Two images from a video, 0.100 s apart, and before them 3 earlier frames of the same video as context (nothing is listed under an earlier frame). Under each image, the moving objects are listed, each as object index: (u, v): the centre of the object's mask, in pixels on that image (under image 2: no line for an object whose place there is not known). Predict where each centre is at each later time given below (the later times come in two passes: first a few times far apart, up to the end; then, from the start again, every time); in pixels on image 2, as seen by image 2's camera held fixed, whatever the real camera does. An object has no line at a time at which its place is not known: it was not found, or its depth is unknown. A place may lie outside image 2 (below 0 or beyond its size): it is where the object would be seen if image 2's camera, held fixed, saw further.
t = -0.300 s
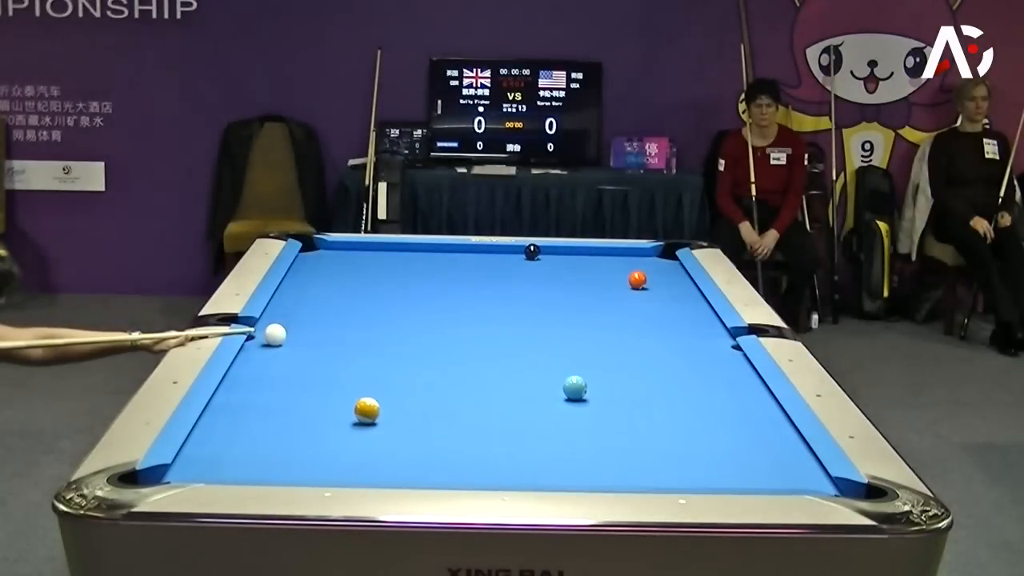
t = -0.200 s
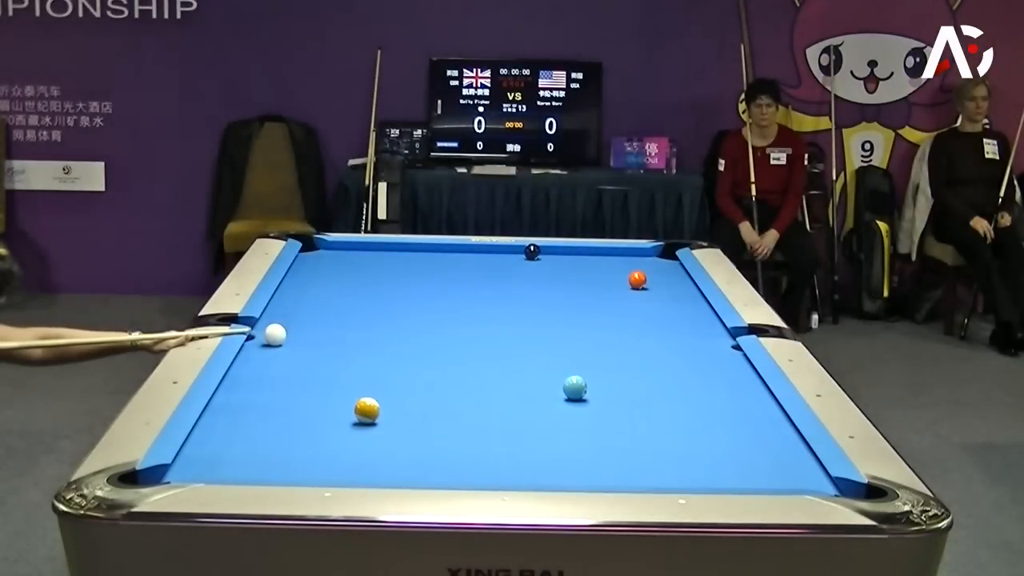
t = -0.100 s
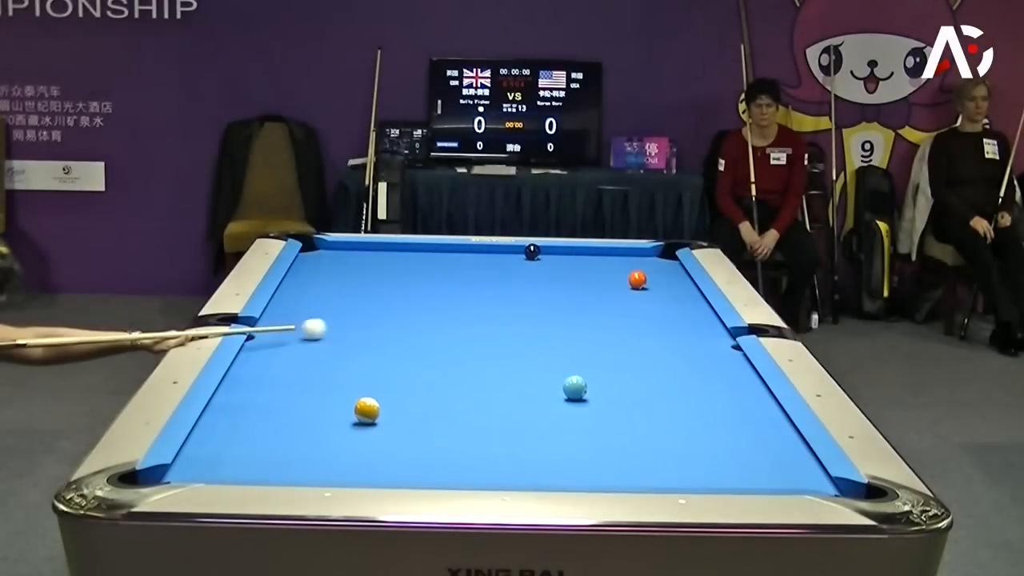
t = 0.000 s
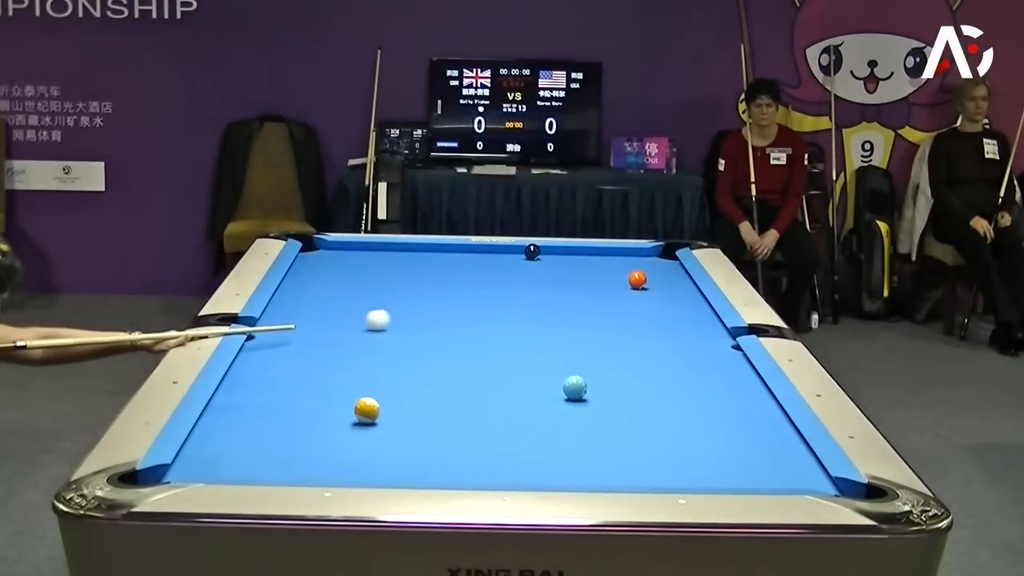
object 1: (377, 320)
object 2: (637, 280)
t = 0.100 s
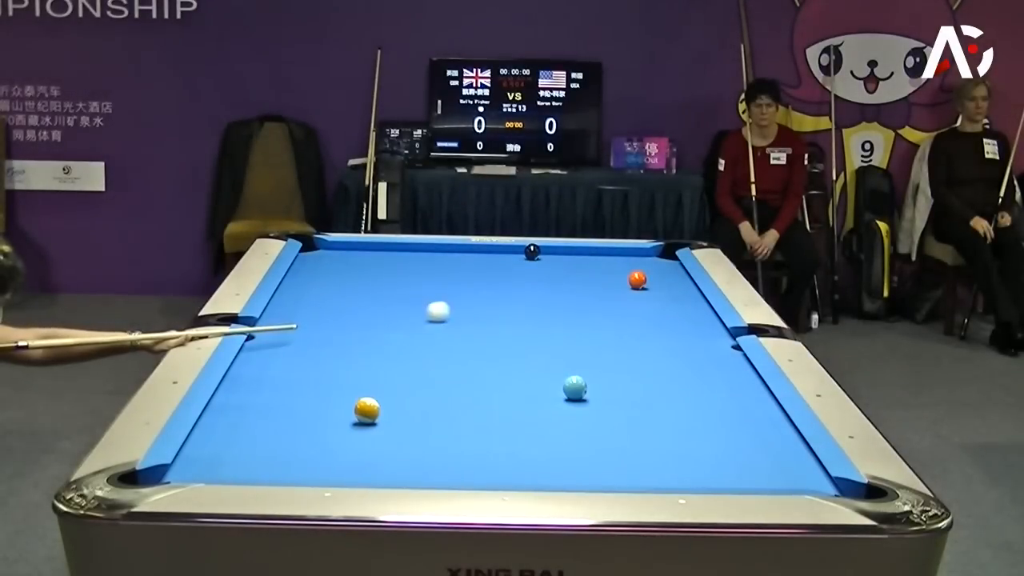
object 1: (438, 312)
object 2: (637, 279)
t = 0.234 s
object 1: (513, 301)
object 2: (637, 279)
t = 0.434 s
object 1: (615, 287)
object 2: (637, 280)
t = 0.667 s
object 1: (675, 286)
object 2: (650, 265)
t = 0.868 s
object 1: (631, 286)
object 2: (661, 255)
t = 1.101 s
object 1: (587, 285)
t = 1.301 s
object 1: (549, 285)
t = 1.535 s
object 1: (507, 284)
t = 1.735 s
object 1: (472, 284)
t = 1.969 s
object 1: (432, 283)
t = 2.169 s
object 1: (399, 282)
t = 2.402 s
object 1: (362, 282)
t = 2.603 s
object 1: (332, 281)
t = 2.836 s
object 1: (298, 281)
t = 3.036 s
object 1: (302, 281)
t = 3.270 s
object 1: (319, 281)
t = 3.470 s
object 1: (333, 281)
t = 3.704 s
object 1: (348, 282)
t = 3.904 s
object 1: (359, 282)
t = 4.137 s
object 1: (372, 282)
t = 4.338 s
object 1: (381, 282)
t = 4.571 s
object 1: (392, 282)
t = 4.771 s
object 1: (400, 282)
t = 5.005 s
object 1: (407, 282)
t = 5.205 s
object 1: (413, 282)
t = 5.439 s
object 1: (418, 282)
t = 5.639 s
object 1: (422, 282)
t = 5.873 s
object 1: (425, 282)
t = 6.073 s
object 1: (426, 282)
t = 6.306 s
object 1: (427, 282)
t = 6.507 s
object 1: (427, 282)
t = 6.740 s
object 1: (427, 282)
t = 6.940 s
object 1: (427, 282)
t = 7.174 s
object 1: (427, 282)
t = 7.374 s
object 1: (427, 282)
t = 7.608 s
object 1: (427, 282)
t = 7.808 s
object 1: (427, 282)
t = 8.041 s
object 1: (427, 282)
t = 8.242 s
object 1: (427, 282)
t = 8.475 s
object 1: (427, 282)
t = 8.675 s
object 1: (427, 282)
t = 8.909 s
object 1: (427, 282)
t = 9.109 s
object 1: (427, 282)
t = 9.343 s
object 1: (427, 282)
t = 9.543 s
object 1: (427, 282)
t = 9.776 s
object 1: (427, 282)
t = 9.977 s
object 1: (427, 282)
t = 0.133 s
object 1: (458, 309)
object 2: (637, 279)
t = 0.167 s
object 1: (476, 306)
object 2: (637, 279)
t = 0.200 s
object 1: (495, 304)
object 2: (637, 279)
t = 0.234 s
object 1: (513, 301)
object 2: (637, 279)
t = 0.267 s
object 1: (531, 299)
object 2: (637, 280)
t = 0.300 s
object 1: (548, 296)
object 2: (637, 280)
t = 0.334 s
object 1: (565, 294)
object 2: (637, 280)
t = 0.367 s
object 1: (582, 291)
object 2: (637, 280)
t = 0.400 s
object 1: (599, 289)
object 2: (637, 280)
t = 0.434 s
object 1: (615, 287)
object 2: (637, 280)
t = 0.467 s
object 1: (630, 284)
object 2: (641, 278)
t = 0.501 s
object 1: (644, 284)
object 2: (637, 275)
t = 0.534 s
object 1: (657, 285)
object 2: (641, 275)
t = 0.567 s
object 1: (670, 286)
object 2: (644, 272)
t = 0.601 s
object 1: (683, 286)
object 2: (646, 270)
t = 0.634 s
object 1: (685, 286)
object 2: (648, 267)
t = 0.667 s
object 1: (675, 286)
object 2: (650, 265)
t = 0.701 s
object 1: (666, 286)
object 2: (652, 263)
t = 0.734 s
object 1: (659, 286)
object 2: (654, 262)
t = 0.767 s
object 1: (651, 286)
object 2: (656, 260)
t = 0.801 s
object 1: (644, 286)
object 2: (657, 258)
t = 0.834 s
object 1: (638, 286)
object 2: (659, 257)
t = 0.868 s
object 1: (631, 286)
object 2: (661, 255)
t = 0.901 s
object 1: (625, 286)
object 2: (662, 253)
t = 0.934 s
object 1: (618, 286)
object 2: (664, 252)
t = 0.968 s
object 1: (612, 286)
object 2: (665, 250)
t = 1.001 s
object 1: (605, 286)
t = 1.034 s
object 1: (599, 286)
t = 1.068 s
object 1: (593, 285)
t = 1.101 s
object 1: (587, 285)
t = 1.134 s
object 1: (580, 285)
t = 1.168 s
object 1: (574, 285)
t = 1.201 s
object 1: (568, 285)
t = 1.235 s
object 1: (561, 285)
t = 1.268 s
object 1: (555, 285)
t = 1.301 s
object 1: (549, 285)
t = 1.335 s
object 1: (543, 285)
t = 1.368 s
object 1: (537, 285)
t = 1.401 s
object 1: (531, 285)
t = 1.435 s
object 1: (525, 285)
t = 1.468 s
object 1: (519, 284)
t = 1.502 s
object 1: (513, 284)
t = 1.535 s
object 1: (507, 284)
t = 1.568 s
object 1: (501, 284)
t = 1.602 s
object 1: (495, 284)
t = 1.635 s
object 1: (489, 284)
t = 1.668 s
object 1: (483, 284)
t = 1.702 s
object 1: (477, 284)
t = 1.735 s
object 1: (472, 284)
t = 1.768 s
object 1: (466, 284)
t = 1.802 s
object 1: (460, 284)
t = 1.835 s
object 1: (454, 283)
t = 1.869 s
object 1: (449, 283)
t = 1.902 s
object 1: (443, 283)
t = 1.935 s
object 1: (438, 283)
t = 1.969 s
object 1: (432, 283)
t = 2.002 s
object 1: (426, 283)
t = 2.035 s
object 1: (421, 283)
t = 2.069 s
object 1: (415, 283)
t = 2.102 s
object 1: (410, 283)
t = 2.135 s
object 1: (405, 283)
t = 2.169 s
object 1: (399, 282)
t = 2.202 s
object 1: (394, 282)
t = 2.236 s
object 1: (389, 282)
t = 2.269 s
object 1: (383, 282)
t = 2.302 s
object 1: (378, 282)
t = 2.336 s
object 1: (373, 282)
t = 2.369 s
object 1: (368, 282)
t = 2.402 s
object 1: (362, 282)
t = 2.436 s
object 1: (357, 282)
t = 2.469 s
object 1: (352, 282)
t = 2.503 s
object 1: (347, 282)
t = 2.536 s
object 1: (342, 281)
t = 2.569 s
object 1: (337, 281)
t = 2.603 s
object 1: (332, 281)
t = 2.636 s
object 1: (327, 281)
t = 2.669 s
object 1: (322, 281)
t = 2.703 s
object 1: (317, 281)
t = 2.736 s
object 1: (313, 281)
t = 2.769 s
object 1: (308, 281)
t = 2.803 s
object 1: (303, 281)
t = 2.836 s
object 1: (298, 281)
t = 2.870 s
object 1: (293, 280)
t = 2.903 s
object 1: (291, 280)
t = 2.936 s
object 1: (294, 281)
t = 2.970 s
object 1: (297, 281)
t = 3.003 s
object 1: (299, 280)
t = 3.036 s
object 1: (302, 281)
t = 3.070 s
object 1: (304, 281)
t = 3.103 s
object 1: (307, 281)
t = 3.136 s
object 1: (309, 281)
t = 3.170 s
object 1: (312, 281)
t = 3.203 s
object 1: (314, 281)
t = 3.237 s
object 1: (317, 281)
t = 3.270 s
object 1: (319, 281)
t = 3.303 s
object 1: (321, 281)
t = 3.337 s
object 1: (324, 281)
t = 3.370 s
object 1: (326, 281)
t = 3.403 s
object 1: (328, 281)
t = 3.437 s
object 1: (330, 281)
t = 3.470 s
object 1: (333, 281)
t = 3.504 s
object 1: (335, 282)
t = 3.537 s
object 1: (337, 282)
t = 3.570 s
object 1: (339, 282)
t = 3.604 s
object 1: (341, 282)
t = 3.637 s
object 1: (343, 282)
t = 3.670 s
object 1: (346, 282)
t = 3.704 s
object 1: (348, 282)
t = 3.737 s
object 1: (350, 282)
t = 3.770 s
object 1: (352, 282)
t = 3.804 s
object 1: (354, 282)
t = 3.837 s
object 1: (356, 282)
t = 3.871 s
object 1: (357, 282)
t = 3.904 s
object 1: (359, 282)
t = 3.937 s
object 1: (361, 282)
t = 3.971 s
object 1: (363, 282)
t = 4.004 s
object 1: (365, 282)
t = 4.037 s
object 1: (367, 282)
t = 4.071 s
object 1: (368, 282)
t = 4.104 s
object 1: (370, 282)
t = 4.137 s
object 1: (372, 282)
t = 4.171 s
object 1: (373, 282)
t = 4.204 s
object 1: (375, 282)
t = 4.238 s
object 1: (377, 282)
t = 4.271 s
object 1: (378, 282)
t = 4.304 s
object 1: (380, 282)
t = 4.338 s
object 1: (381, 282)
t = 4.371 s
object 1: (383, 282)
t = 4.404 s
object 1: (385, 282)
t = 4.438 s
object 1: (386, 282)
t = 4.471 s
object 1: (387, 282)
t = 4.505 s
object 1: (389, 282)
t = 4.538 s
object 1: (390, 282)
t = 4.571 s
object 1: (392, 282)
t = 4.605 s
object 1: (393, 282)
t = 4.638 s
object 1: (394, 282)
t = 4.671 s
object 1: (396, 282)
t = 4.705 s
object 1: (397, 282)
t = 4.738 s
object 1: (398, 282)
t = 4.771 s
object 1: (400, 282)
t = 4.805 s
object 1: (401, 282)
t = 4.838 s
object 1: (402, 282)
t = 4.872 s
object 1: (403, 282)
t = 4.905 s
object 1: (404, 282)
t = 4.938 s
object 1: (405, 282)
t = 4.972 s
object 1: (406, 282)
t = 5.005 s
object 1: (407, 282)
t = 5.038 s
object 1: (408, 282)
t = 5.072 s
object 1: (409, 282)
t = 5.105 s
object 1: (410, 282)
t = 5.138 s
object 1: (411, 282)
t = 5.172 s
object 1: (412, 282)
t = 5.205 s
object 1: (413, 282)
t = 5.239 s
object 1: (414, 282)
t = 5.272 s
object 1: (414, 282)
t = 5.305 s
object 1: (415, 282)
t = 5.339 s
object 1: (416, 282)
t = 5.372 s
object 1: (417, 282)
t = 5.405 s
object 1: (417, 282)
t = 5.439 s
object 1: (418, 282)
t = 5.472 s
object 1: (419, 282)
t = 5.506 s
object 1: (420, 282)
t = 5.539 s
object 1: (420, 282)
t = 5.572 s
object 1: (421, 282)
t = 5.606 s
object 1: (421, 282)
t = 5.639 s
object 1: (422, 282)
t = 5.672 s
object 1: (422, 282)
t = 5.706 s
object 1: (423, 282)
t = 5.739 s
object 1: (423, 282)
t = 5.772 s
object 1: (424, 282)
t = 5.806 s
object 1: (424, 282)
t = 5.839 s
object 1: (424, 282)
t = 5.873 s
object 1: (425, 282)
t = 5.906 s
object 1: (425, 282)
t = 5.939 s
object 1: (425, 282)
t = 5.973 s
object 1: (426, 282)
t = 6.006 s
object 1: (426, 282)
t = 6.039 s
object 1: (426, 282)
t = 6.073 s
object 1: (426, 282)
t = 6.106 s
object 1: (426, 282)
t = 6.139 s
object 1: (427, 282)
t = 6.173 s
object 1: (427, 282)
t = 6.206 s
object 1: (427, 282)
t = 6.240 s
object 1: (427, 282)
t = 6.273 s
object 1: (427, 282)
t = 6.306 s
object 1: (427, 282)
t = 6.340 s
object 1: (427, 282)
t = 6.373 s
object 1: (427, 282)
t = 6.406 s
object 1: (427, 282)
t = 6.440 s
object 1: (427, 282)
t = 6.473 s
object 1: (427, 282)
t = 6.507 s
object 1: (427, 282)
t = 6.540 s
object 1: (427, 282)
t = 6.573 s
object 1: (427, 282)
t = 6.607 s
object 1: (427, 282)
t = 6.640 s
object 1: (427, 282)
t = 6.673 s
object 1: (427, 282)
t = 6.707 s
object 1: (427, 282)
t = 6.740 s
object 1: (427, 282)
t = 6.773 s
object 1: (427, 282)
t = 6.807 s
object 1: (427, 282)
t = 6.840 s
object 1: (427, 282)
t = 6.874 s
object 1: (427, 282)
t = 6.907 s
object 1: (427, 282)
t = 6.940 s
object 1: (427, 282)
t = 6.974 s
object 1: (427, 282)
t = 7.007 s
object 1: (427, 282)
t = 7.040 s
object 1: (427, 282)
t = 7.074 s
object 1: (427, 282)
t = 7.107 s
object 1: (427, 282)
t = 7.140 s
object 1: (427, 282)
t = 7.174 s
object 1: (427, 282)
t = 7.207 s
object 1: (427, 282)
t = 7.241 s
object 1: (427, 282)
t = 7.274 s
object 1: (427, 282)
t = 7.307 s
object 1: (427, 282)
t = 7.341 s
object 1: (427, 282)
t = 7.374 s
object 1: (427, 282)
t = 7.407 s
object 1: (427, 282)
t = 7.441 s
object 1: (427, 282)
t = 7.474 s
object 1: (427, 282)
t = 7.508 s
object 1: (427, 282)
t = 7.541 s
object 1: (427, 282)
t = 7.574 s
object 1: (427, 282)
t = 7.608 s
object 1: (427, 282)
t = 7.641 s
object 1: (427, 282)
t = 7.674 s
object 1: (427, 282)
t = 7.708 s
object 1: (427, 282)
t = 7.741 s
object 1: (427, 282)
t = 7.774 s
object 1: (427, 282)
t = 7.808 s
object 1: (427, 282)
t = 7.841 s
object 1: (427, 282)
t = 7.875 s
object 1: (427, 282)
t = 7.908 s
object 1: (427, 282)
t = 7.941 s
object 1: (427, 282)
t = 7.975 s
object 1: (427, 282)
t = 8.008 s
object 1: (427, 282)
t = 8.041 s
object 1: (427, 282)
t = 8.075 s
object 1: (427, 282)
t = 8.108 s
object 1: (427, 282)
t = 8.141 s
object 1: (427, 282)
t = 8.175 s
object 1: (427, 282)
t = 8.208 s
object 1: (427, 282)
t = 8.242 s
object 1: (427, 282)
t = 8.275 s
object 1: (427, 282)
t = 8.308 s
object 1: (427, 282)
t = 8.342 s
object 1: (427, 282)
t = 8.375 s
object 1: (427, 282)
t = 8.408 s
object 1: (427, 282)
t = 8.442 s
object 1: (427, 282)
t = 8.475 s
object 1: (427, 282)
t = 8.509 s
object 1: (427, 282)
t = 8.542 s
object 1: (427, 282)
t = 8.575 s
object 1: (427, 282)
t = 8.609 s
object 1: (427, 282)
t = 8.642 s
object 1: (427, 282)
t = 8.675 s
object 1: (427, 282)
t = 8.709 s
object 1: (427, 282)
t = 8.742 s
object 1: (427, 282)
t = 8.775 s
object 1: (427, 282)
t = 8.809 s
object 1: (427, 282)
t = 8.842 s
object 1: (427, 282)
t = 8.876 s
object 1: (427, 282)
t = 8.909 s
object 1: (427, 282)
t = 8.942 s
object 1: (427, 282)
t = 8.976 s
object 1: (427, 282)
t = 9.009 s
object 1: (427, 282)
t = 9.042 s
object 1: (427, 282)
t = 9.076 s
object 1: (427, 282)
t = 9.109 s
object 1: (427, 282)
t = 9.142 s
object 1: (427, 282)
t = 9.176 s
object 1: (427, 282)
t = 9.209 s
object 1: (427, 282)
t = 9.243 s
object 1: (427, 282)
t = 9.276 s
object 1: (427, 282)
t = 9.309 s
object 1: (427, 282)
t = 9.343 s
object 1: (427, 282)
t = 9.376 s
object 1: (427, 282)
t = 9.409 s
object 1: (427, 282)
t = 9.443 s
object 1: (427, 282)
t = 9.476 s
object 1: (427, 282)
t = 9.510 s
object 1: (427, 282)
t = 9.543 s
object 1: (427, 282)
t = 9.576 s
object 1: (427, 282)
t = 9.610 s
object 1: (427, 282)
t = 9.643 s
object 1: (427, 282)
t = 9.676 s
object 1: (427, 282)
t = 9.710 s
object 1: (427, 282)
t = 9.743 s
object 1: (427, 282)
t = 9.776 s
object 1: (427, 282)
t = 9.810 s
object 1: (427, 282)
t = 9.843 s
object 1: (427, 282)
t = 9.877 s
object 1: (427, 282)
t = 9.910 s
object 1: (427, 282)
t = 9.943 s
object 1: (427, 282)
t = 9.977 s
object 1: (427, 282)
